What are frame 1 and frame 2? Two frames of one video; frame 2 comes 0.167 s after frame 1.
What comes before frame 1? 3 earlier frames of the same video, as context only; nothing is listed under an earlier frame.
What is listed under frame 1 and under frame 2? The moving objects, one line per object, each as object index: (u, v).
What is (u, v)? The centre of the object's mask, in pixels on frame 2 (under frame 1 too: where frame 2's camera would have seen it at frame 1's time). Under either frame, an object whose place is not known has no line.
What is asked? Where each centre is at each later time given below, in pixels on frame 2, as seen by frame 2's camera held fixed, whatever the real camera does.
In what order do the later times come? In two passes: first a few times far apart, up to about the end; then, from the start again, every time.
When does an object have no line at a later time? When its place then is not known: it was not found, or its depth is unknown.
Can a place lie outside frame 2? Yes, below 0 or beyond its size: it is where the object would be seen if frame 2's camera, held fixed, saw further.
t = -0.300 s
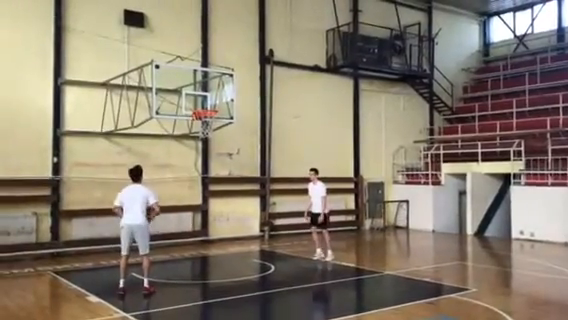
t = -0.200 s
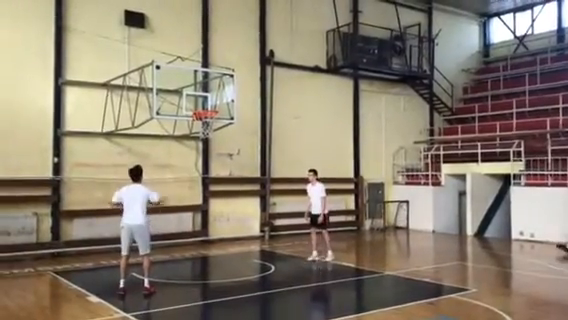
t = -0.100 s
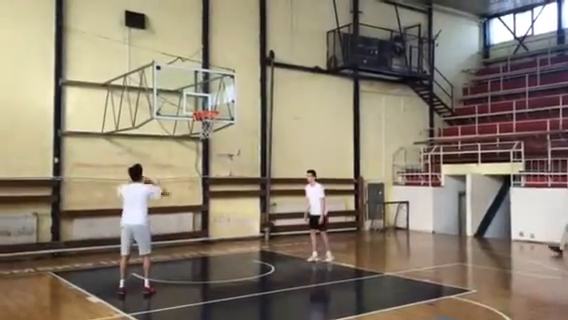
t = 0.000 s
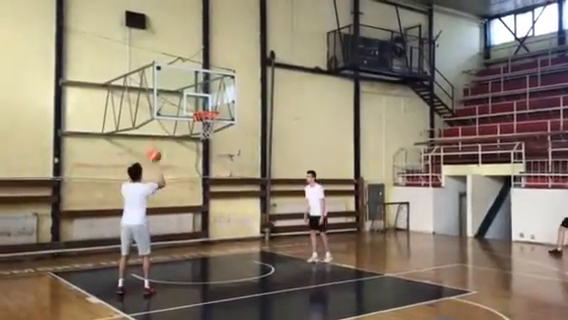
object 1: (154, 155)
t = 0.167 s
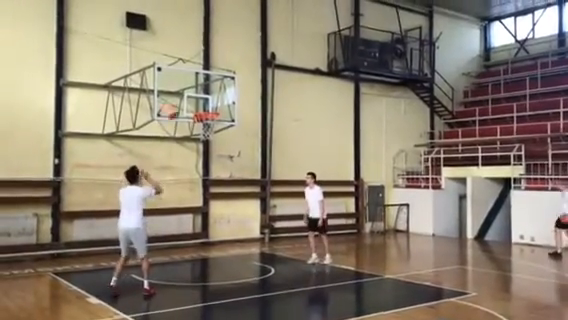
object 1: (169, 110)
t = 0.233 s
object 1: (177, 101)
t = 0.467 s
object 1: (196, 82)
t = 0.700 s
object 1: (225, 92)
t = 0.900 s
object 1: (252, 124)
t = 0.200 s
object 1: (174, 106)
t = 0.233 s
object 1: (177, 101)
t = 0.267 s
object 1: (179, 96)
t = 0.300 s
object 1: (183, 92)
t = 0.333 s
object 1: (187, 88)
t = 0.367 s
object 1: (188, 86)
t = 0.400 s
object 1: (190, 85)
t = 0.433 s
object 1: (193, 84)
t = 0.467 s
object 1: (196, 82)
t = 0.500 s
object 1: (203, 81)
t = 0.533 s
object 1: (205, 83)
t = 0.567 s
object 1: (209, 83)
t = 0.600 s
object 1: (214, 84)
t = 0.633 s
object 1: (219, 86)
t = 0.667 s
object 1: (223, 89)
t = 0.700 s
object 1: (225, 92)
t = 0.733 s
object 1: (231, 97)
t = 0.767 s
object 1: (235, 102)
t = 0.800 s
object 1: (239, 106)
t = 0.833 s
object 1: (243, 113)
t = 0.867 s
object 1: (248, 117)
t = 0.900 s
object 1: (252, 124)
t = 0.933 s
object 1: (256, 131)
